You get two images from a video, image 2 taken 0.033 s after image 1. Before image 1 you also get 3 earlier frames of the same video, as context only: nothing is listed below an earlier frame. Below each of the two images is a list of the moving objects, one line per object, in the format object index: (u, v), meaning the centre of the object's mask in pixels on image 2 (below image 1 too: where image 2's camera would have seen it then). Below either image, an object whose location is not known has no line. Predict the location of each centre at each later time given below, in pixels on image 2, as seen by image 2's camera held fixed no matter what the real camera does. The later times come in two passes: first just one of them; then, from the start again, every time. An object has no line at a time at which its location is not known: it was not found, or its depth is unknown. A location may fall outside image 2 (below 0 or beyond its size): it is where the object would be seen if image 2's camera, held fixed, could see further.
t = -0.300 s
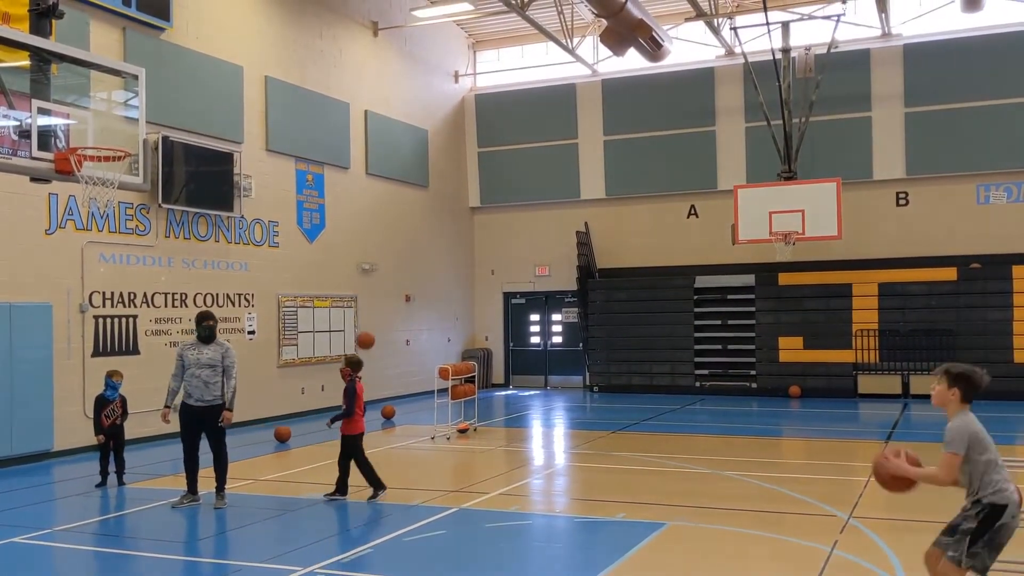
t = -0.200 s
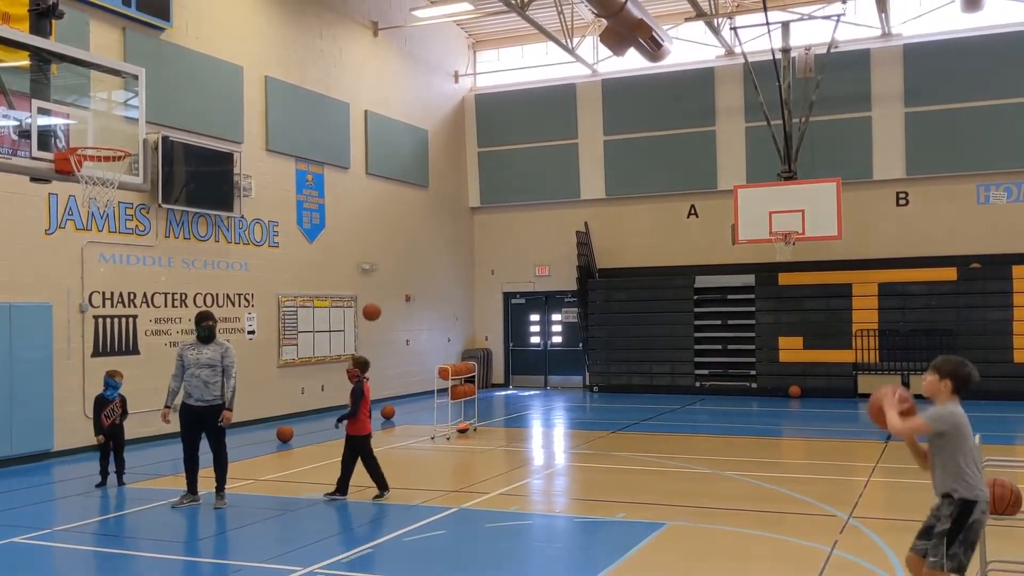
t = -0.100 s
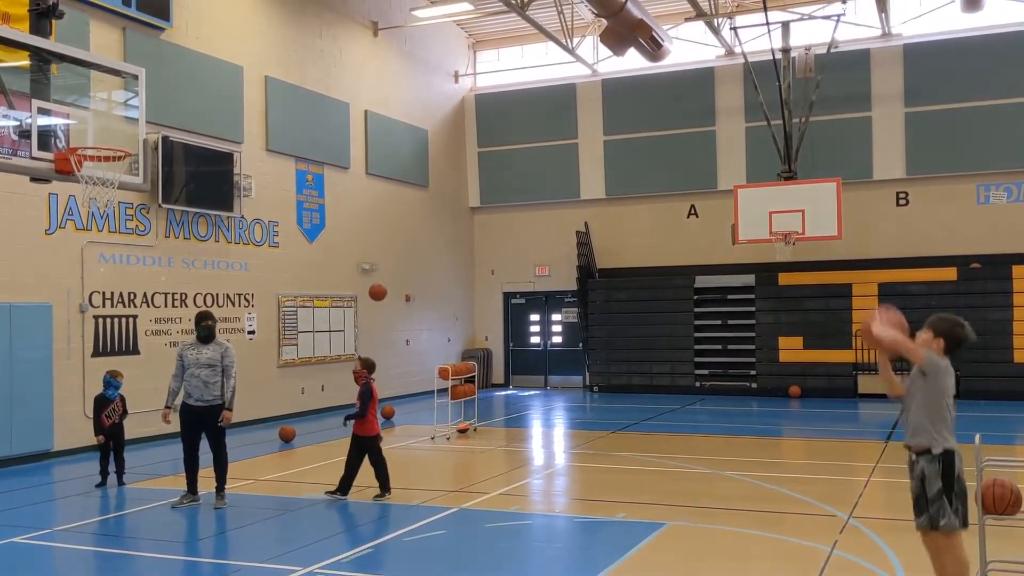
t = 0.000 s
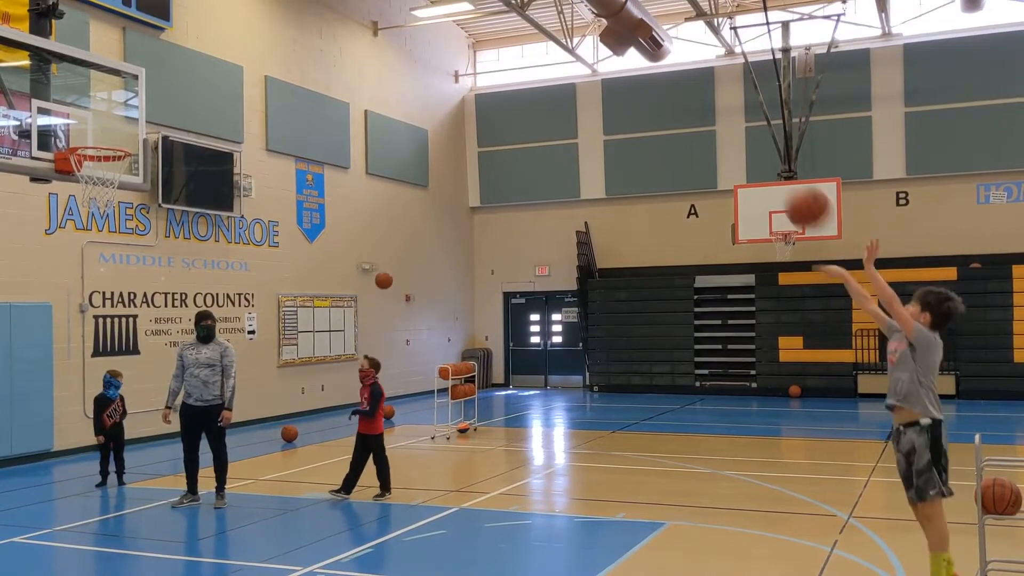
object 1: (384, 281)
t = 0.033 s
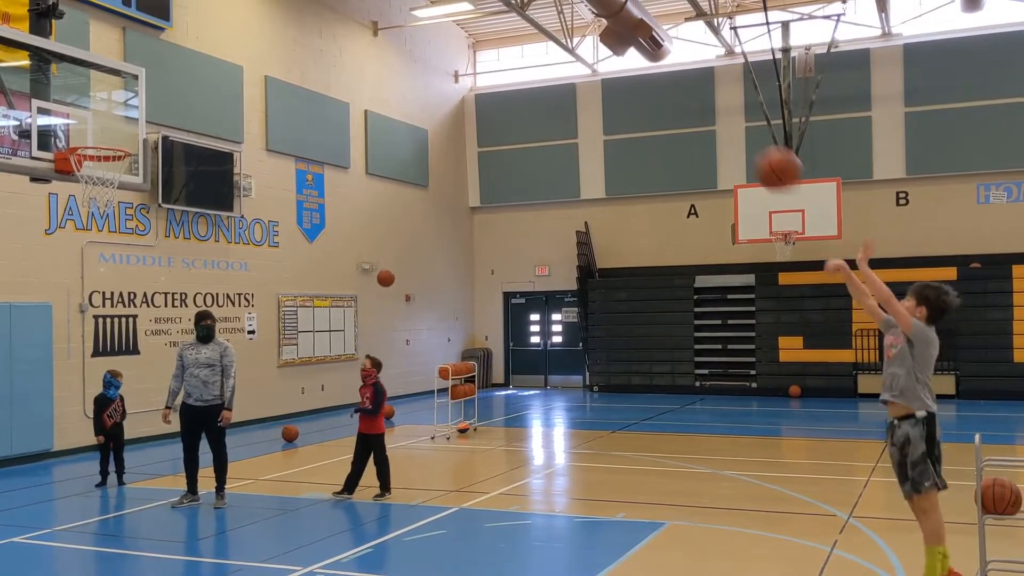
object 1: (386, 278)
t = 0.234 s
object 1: (397, 282)
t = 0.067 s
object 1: (387, 277)
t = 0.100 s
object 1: (389, 277)
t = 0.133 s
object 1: (391, 277)
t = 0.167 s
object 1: (393, 278)
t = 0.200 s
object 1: (395, 280)
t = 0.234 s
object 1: (397, 282)
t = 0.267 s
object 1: (399, 286)
